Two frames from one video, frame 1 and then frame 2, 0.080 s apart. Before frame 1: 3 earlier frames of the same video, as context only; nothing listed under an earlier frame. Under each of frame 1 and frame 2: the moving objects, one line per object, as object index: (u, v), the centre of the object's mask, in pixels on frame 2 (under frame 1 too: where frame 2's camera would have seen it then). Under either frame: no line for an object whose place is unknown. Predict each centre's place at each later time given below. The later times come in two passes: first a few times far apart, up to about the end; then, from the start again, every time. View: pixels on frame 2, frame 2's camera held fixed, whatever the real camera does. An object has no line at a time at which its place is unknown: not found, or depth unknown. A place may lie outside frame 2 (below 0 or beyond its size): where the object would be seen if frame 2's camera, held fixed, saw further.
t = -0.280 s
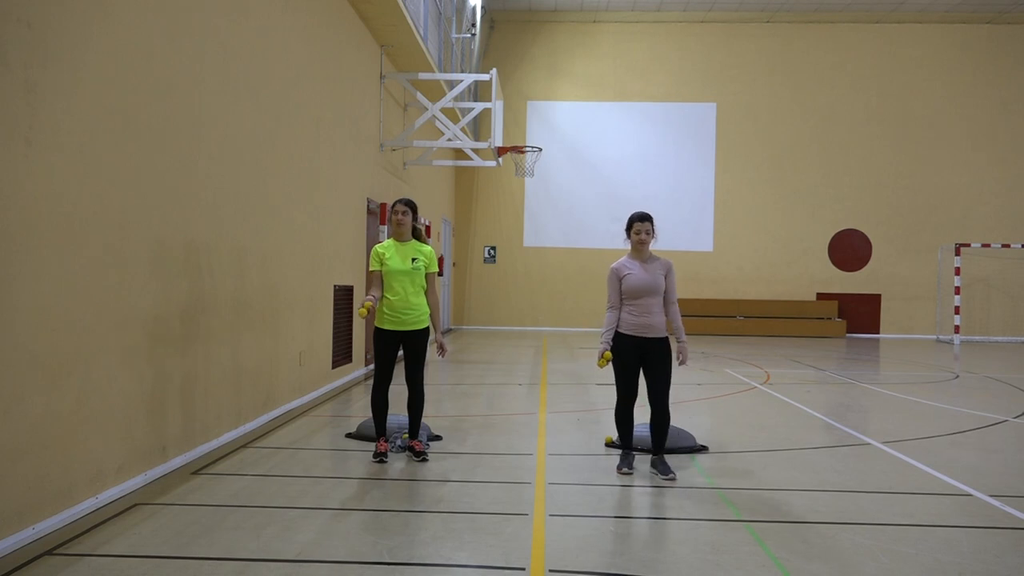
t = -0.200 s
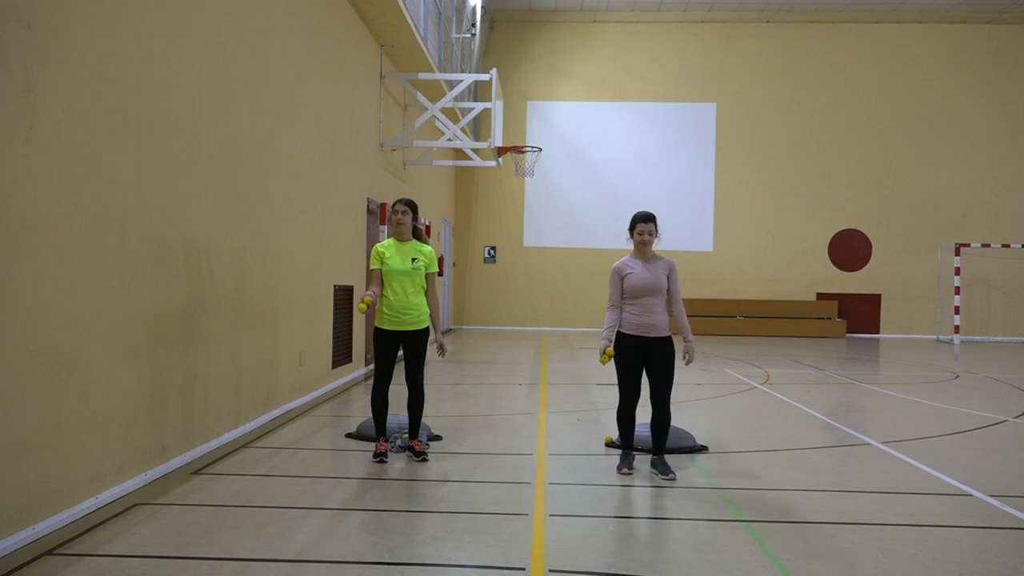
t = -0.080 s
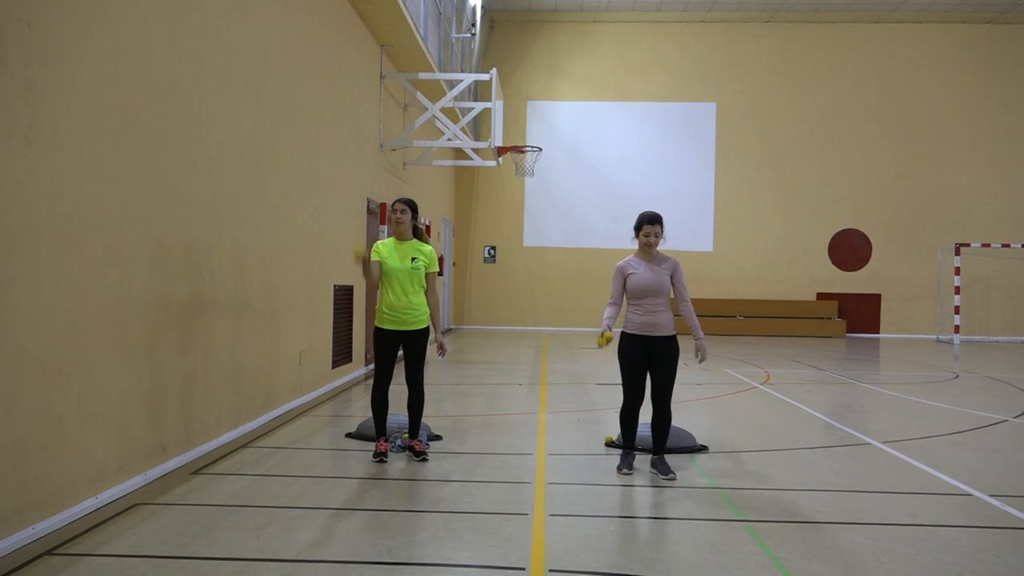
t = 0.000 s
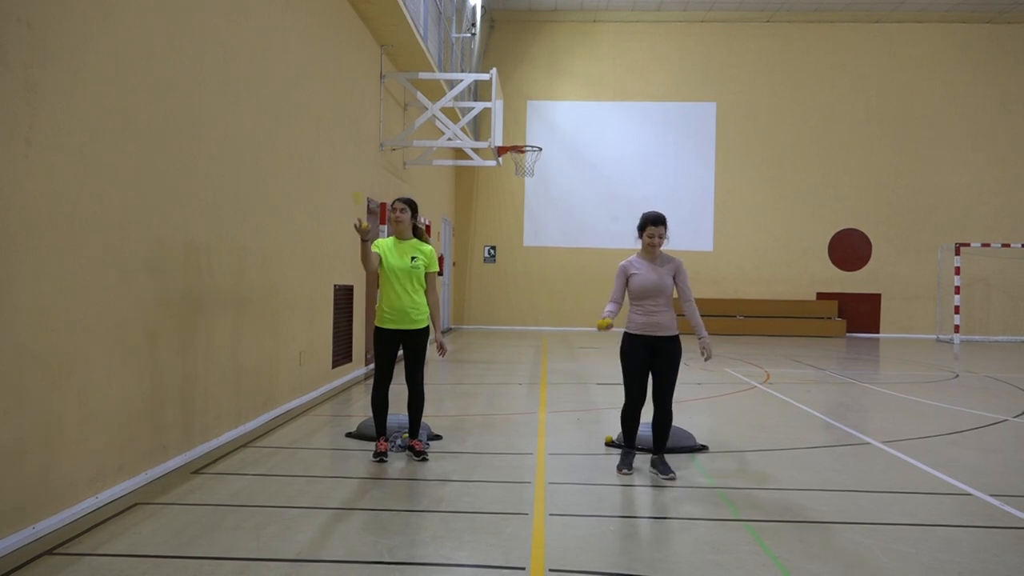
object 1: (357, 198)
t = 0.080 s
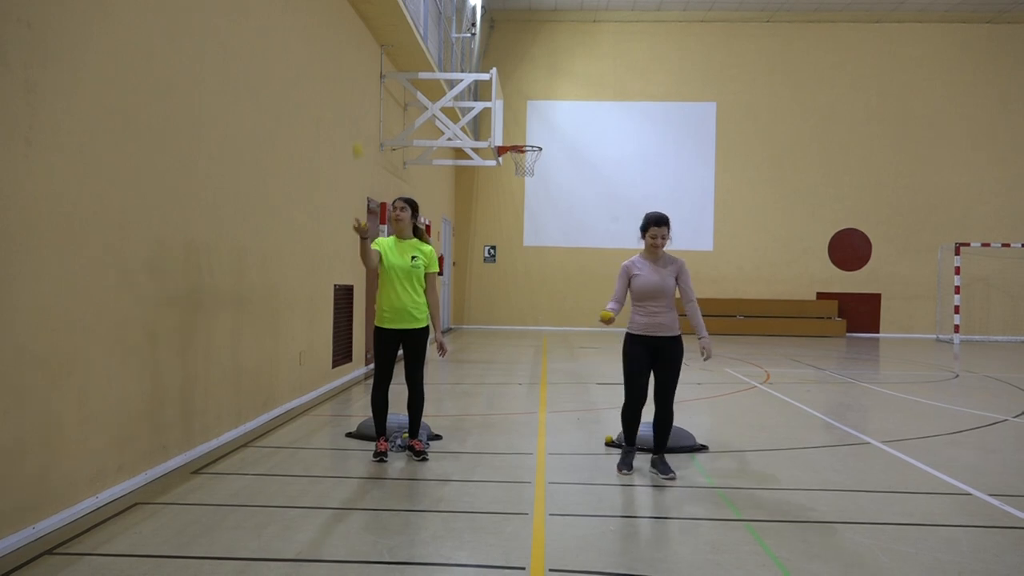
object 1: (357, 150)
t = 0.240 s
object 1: (356, 91)
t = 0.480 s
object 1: (352, 82)
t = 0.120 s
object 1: (357, 132)
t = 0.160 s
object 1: (357, 115)
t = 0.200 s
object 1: (356, 101)
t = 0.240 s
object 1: (356, 91)
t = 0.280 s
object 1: (355, 83)
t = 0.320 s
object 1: (355, 77)
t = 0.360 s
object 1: (354, 74)
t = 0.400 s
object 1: (353, 74)
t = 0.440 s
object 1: (353, 77)
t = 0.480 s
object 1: (352, 82)
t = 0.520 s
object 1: (351, 90)
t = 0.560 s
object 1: (351, 100)
